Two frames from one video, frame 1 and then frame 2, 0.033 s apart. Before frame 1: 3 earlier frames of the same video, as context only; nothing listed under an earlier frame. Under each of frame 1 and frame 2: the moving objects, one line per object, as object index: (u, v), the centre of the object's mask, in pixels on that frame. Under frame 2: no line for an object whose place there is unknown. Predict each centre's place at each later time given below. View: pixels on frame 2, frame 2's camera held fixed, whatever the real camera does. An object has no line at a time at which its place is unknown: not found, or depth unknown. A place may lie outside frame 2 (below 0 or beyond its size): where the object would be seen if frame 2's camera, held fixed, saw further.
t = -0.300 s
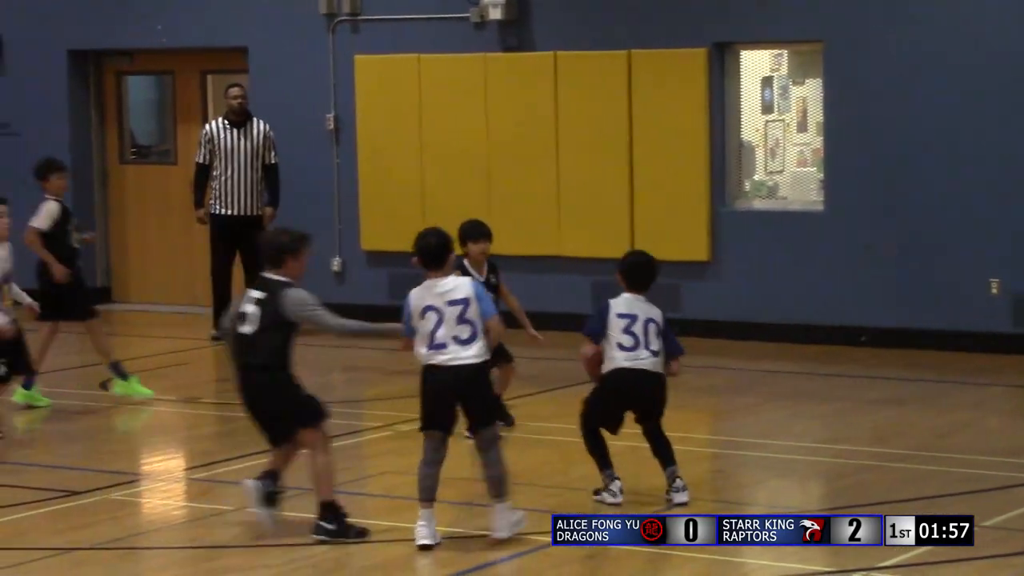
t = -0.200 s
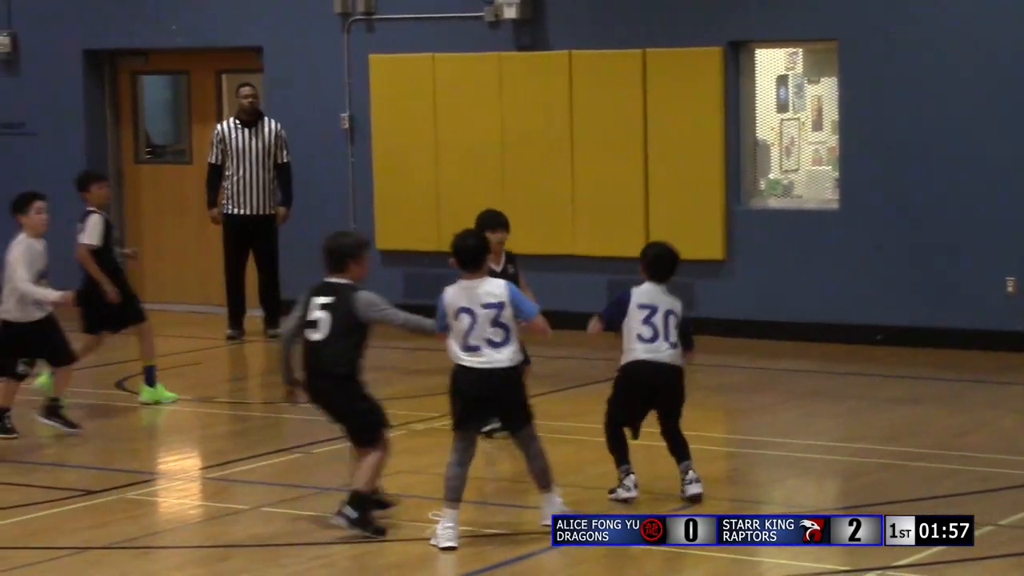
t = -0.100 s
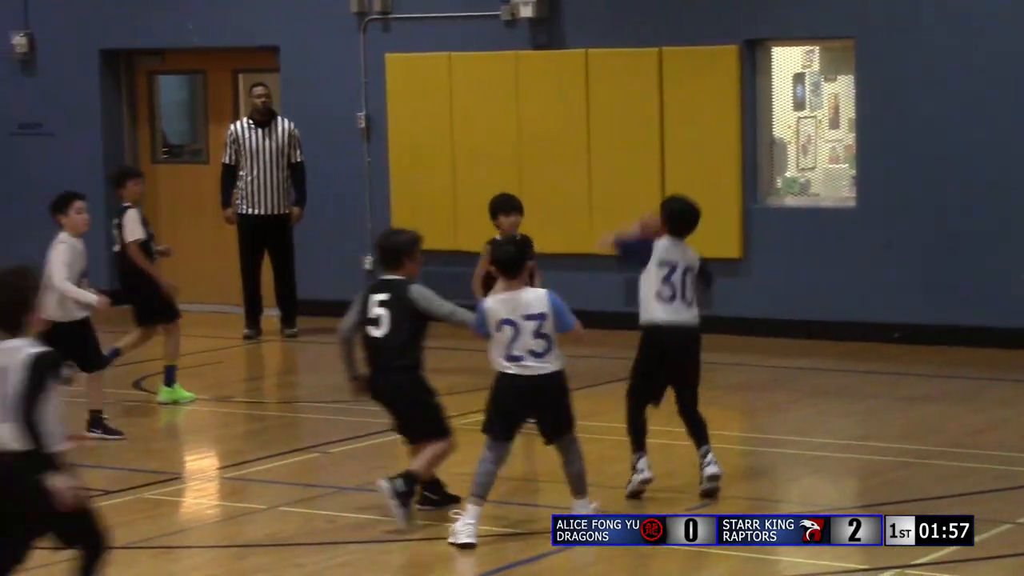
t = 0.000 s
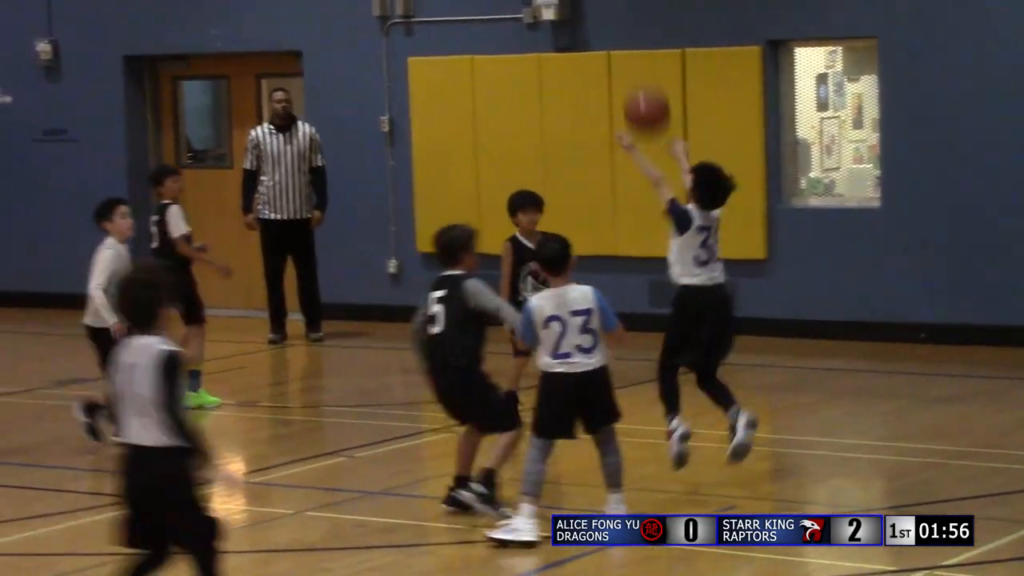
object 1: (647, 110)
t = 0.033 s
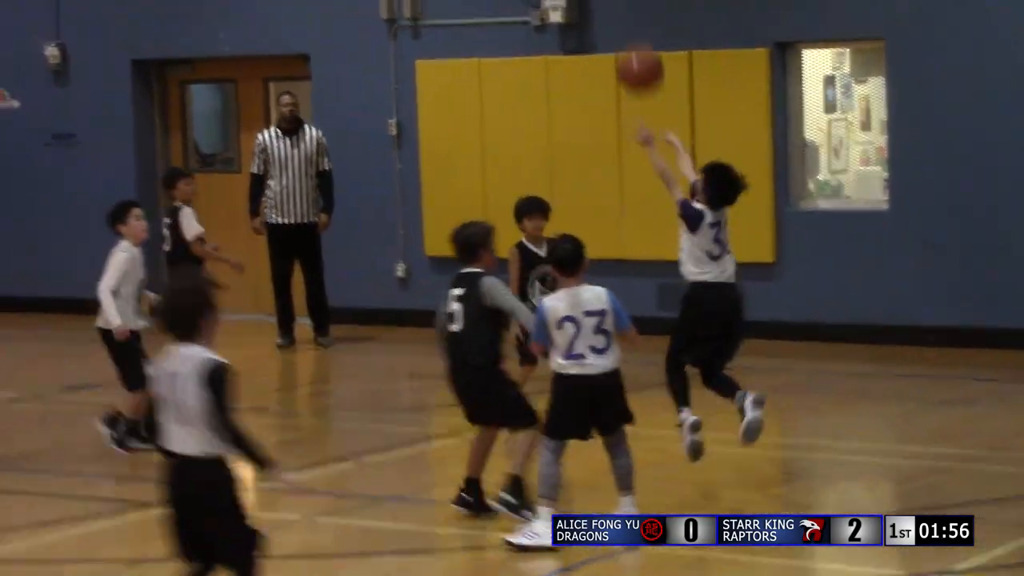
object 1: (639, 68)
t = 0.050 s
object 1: (633, 46)
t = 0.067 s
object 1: (626, 26)
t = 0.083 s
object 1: (619, 6)
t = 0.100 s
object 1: (613, -11)
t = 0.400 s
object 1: (502, -258)
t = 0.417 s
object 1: (497, -266)
